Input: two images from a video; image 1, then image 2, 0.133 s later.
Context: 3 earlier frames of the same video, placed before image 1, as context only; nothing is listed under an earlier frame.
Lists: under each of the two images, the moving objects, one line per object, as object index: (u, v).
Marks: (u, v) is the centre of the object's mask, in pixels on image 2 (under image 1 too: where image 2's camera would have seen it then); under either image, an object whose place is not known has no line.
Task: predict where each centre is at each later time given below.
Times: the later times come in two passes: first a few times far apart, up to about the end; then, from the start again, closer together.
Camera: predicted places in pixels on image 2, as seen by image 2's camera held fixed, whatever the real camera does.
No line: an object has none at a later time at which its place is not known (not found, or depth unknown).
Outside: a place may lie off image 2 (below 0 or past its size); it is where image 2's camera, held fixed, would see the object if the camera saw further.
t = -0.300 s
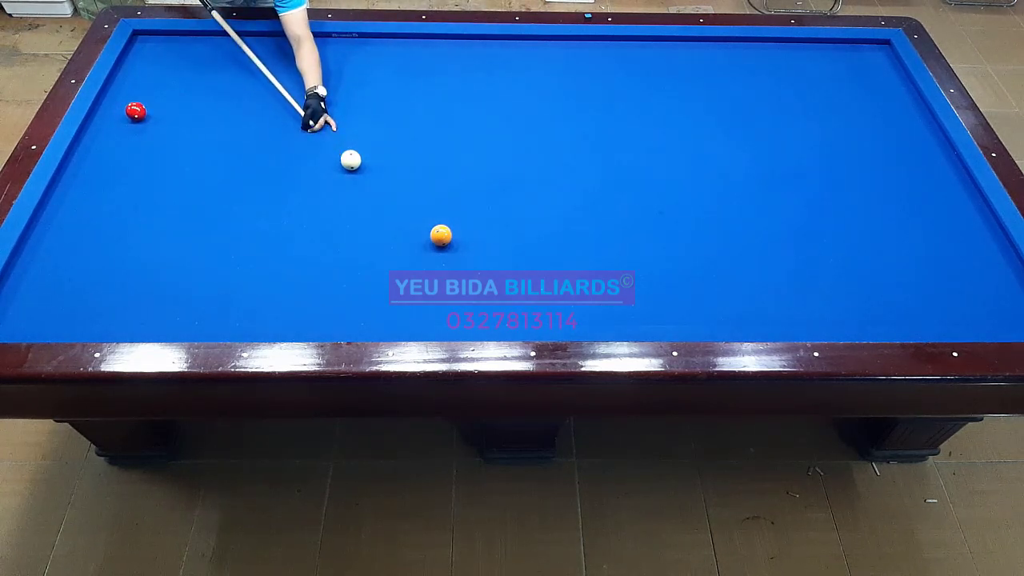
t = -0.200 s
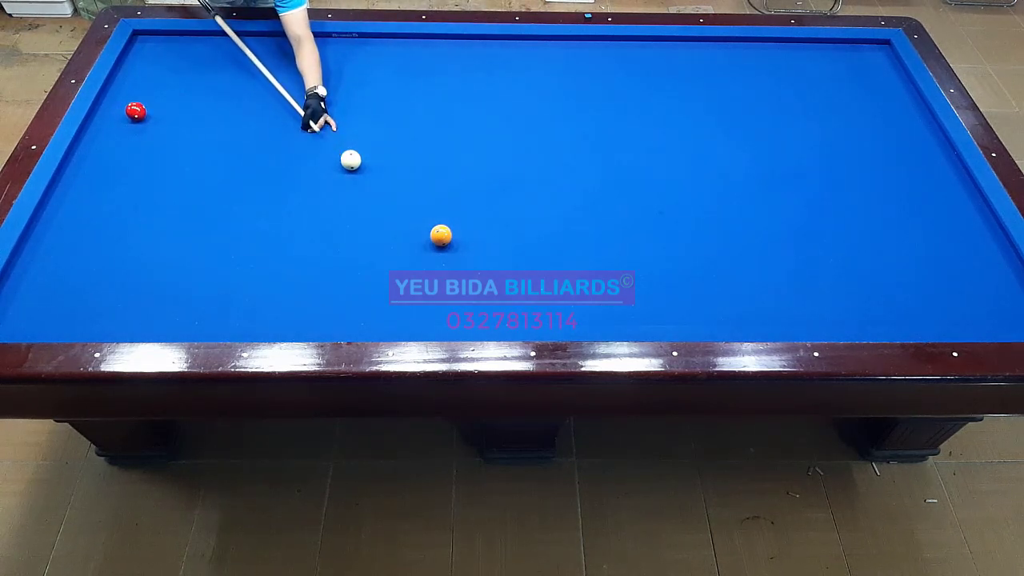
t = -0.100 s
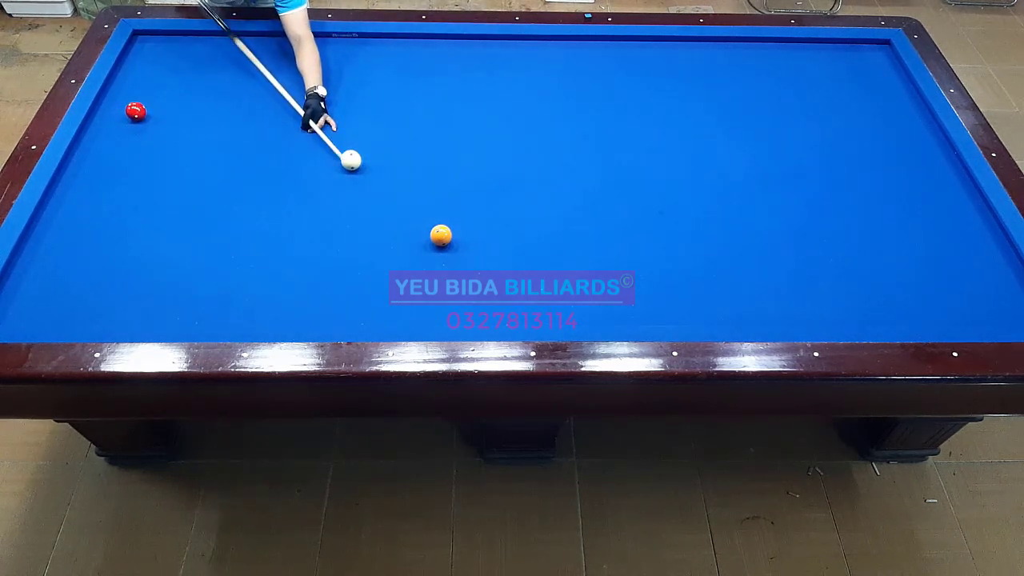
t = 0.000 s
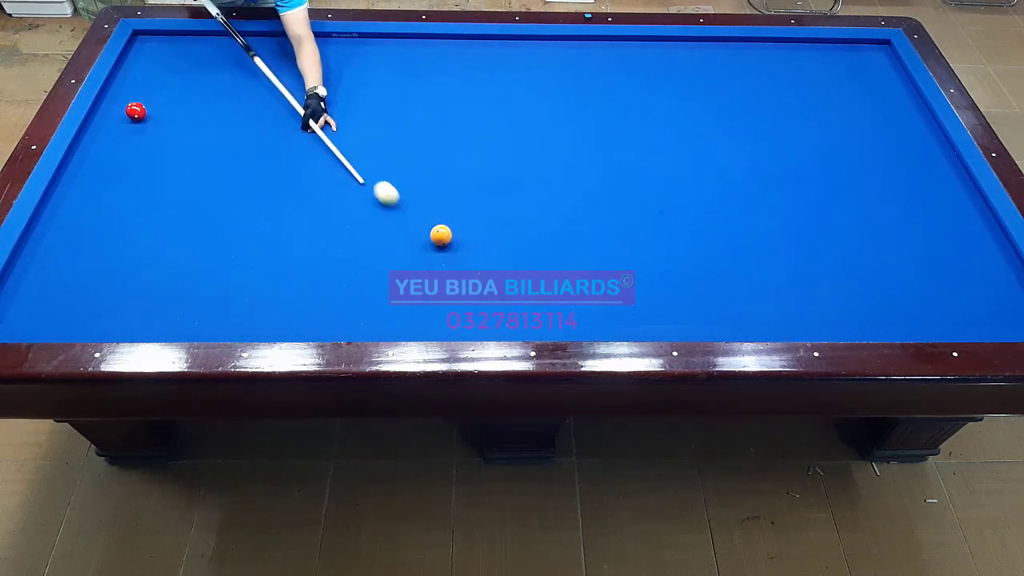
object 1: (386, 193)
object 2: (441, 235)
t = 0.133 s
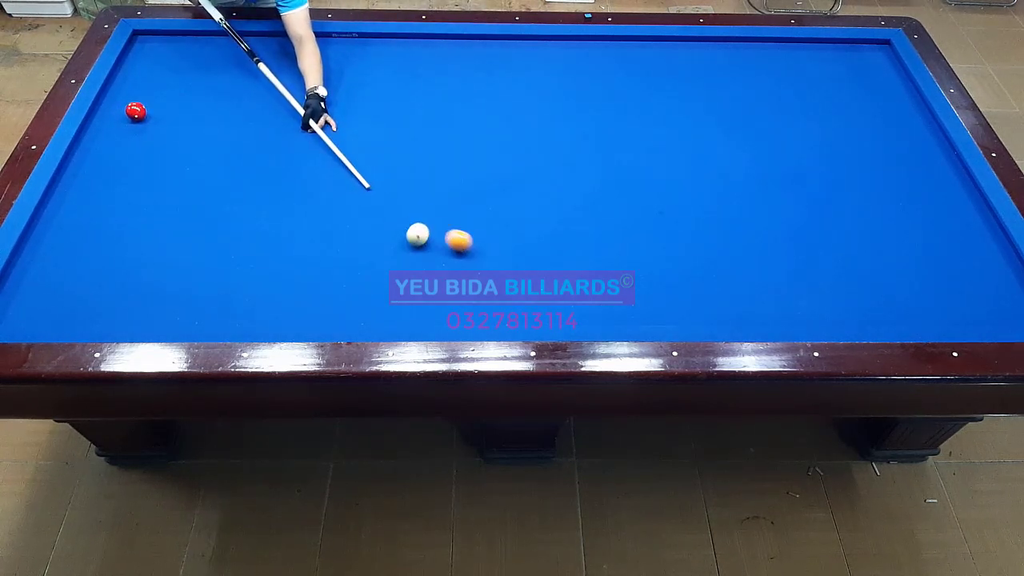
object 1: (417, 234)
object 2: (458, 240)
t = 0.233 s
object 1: (405, 250)
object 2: (506, 255)
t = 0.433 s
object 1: (382, 276)
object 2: (589, 282)
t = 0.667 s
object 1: (353, 308)
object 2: (685, 312)
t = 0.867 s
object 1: (326, 307)
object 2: (754, 306)
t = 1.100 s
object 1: (295, 291)
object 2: (827, 291)
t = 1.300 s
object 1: (270, 277)
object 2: (886, 279)
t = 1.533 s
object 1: (243, 262)
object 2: (952, 266)
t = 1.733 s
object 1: (220, 250)
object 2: (1004, 254)
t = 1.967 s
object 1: (196, 236)
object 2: (965, 238)
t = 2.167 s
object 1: (176, 225)
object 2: (926, 225)
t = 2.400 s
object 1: (154, 213)
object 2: (882, 210)
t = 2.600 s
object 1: (136, 203)
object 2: (847, 199)
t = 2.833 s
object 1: (117, 192)
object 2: (807, 185)
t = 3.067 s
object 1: (98, 181)
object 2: (770, 173)
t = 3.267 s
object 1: (83, 173)
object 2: (740, 163)
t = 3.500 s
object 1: (71, 163)
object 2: (705, 152)
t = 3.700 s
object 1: (86, 155)
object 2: (678, 143)
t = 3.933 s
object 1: (102, 145)
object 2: (647, 133)
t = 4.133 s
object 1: (115, 138)
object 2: (622, 125)
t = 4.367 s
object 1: (129, 130)
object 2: (594, 116)
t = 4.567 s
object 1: (141, 124)
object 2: (571, 109)
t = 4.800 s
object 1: (153, 117)
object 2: (546, 101)
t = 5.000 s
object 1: (163, 111)
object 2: (525, 94)
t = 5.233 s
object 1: (174, 106)
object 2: (502, 86)
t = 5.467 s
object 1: (184, 100)
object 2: (480, 79)
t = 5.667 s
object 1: (191, 96)
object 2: (462, 73)
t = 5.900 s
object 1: (200, 91)
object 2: (441, 67)
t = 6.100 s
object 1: (206, 88)
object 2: (425, 62)
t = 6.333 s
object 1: (213, 84)
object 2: (406, 56)
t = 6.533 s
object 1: (219, 81)
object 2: (390, 51)
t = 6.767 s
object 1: (225, 78)
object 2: (373, 46)
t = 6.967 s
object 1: (229, 76)
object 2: (359, 42)
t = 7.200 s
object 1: (234, 73)
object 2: (344, 37)
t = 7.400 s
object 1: (238, 71)
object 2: (330, 39)
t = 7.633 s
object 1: (241, 69)
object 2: (317, 41)
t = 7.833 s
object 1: (244, 68)
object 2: (306, 42)
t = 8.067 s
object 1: (246, 67)
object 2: (295, 44)
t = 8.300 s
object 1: (248, 67)
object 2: (284, 46)
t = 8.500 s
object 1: (249, 66)
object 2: (275, 47)
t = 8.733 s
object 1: (249, 66)
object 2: (266, 49)
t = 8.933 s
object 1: (249, 66)
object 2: (259, 50)
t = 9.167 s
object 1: (250, 66)
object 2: (251, 50)
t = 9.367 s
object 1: (250, 66)
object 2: (245, 51)
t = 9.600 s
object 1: (250, 66)
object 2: (239, 53)
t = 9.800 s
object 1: (250, 66)
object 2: (235, 54)
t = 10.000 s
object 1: (249, 66)
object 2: (231, 55)
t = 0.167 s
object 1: (413, 240)
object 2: (474, 245)
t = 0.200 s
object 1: (409, 245)
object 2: (490, 250)
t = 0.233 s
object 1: (405, 250)
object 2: (506, 255)
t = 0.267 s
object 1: (401, 254)
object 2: (520, 260)
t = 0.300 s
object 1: (397, 258)
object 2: (534, 264)
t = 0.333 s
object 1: (393, 263)
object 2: (548, 268)
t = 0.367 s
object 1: (390, 267)
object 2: (561, 273)
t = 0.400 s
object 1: (386, 271)
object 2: (575, 277)
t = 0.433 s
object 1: (382, 276)
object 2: (589, 282)
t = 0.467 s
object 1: (378, 280)
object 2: (602, 286)
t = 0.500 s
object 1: (374, 285)
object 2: (615, 290)
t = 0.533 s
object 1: (370, 289)
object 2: (630, 294)
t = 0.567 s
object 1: (366, 294)
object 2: (643, 299)
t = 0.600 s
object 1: (362, 298)
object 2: (656, 303)
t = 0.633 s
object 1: (357, 303)
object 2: (671, 308)
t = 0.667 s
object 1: (353, 308)
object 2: (685, 312)
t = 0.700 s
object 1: (349, 312)
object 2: (699, 315)
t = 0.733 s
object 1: (345, 316)
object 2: (712, 316)
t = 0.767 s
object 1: (340, 315)
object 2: (722, 313)
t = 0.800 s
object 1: (335, 312)
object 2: (733, 310)
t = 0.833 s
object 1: (331, 310)
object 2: (744, 308)
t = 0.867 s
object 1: (326, 307)
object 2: (754, 306)
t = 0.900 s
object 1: (322, 305)
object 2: (765, 304)
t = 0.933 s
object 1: (317, 302)
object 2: (776, 302)
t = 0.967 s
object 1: (313, 300)
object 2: (786, 300)
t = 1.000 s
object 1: (308, 297)
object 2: (797, 297)
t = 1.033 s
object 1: (304, 295)
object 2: (807, 296)
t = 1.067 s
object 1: (300, 293)
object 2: (817, 293)
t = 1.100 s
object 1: (295, 291)
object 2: (827, 291)
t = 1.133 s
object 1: (291, 288)
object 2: (837, 289)
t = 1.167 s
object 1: (287, 286)
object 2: (847, 287)
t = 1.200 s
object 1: (283, 284)
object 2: (857, 285)
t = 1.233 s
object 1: (278, 281)
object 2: (867, 283)
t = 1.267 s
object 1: (274, 279)
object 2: (876, 281)
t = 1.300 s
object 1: (270, 277)
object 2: (886, 279)
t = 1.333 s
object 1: (266, 275)
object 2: (896, 277)
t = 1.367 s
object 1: (262, 273)
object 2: (905, 275)
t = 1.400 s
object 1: (258, 270)
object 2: (915, 273)
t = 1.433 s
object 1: (254, 268)
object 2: (924, 271)
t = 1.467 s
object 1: (250, 266)
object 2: (933, 270)
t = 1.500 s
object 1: (247, 264)
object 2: (942, 267)
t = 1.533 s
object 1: (243, 262)
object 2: (952, 266)
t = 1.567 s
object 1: (239, 260)
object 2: (961, 264)
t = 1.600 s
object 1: (235, 258)
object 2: (970, 262)
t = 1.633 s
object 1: (231, 256)
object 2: (978, 260)
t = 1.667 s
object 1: (228, 253)
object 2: (987, 258)
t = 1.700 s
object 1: (224, 252)
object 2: (996, 256)
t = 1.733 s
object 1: (220, 250)
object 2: (1004, 254)
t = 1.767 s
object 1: (217, 248)
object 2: (1012, 253)
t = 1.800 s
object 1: (213, 246)
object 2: (1003, 250)
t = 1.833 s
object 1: (209, 244)
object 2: (994, 248)
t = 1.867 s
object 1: (206, 242)
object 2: (986, 245)
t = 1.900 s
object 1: (203, 240)
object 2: (979, 243)
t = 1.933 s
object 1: (199, 238)
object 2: (971, 241)
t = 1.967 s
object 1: (196, 236)
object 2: (965, 238)
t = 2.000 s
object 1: (192, 234)
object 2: (958, 236)
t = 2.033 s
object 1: (189, 232)
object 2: (952, 234)
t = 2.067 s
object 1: (185, 230)
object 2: (945, 232)
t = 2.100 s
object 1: (182, 229)
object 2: (938, 230)
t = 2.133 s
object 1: (179, 227)
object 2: (932, 227)
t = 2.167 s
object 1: (176, 225)
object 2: (926, 225)
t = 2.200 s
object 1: (172, 223)
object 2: (920, 223)
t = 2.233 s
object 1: (169, 221)
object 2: (913, 221)
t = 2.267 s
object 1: (166, 220)
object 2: (907, 219)
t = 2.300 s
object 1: (163, 218)
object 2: (901, 216)
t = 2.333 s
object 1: (160, 216)
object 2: (895, 215)
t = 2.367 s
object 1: (157, 214)
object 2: (888, 212)
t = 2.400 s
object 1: (154, 213)
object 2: (882, 210)
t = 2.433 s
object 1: (151, 211)
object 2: (876, 208)
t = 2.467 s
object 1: (148, 209)
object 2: (870, 206)
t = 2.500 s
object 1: (145, 208)
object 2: (864, 204)
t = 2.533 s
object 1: (142, 206)
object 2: (858, 202)
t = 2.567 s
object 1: (139, 204)
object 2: (852, 201)
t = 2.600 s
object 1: (136, 203)
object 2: (847, 199)
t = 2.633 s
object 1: (133, 201)
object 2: (841, 197)
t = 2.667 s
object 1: (130, 200)
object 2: (835, 194)
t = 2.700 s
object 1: (128, 198)
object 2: (829, 193)
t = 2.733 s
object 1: (125, 196)
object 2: (824, 191)
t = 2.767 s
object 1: (122, 195)
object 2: (818, 189)
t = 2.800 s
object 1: (119, 193)
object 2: (813, 187)
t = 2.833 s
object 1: (117, 192)
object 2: (807, 185)
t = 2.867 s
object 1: (114, 190)
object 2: (802, 184)
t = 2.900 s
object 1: (111, 189)
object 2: (796, 182)
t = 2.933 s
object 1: (109, 187)
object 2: (791, 180)
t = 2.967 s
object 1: (106, 186)
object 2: (786, 178)
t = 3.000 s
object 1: (103, 184)
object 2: (780, 177)
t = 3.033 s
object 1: (101, 183)
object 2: (775, 175)
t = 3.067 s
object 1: (98, 181)
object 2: (770, 173)
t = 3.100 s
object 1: (96, 180)
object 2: (765, 171)
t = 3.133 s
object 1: (93, 178)
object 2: (759, 170)
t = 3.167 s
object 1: (91, 177)
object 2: (755, 168)
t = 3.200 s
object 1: (88, 176)
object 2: (749, 166)
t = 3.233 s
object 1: (86, 174)
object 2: (744, 165)
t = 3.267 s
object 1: (83, 173)
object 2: (740, 163)
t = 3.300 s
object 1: (81, 171)
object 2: (735, 161)
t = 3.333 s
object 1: (79, 170)
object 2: (729, 160)
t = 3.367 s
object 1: (76, 169)
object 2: (724, 158)
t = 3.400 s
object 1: (74, 167)
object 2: (720, 157)
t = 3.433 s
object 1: (72, 166)
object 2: (715, 155)
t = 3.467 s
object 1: (69, 165)
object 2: (710, 154)
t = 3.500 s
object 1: (71, 163)
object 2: (705, 152)
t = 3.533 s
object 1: (73, 162)
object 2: (701, 151)
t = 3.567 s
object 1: (76, 160)
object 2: (696, 149)
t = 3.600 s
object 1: (78, 159)
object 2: (691, 147)
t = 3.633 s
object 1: (81, 158)
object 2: (687, 146)
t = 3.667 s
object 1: (83, 156)
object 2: (682, 145)
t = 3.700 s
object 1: (86, 155)
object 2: (678, 143)
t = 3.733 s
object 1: (88, 153)
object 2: (673, 142)
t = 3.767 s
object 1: (90, 152)
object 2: (669, 140)
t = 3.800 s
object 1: (93, 151)
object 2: (664, 139)
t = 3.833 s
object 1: (95, 150)
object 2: (660, 137)
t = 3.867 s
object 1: (97, 148)
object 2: (656, 136)
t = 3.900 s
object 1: (99, 147)
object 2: (651, 135)
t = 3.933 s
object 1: (102, 145)
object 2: (647, 133)
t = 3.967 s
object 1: (104, 144)
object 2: (643, 132)
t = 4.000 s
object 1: (106, 143)
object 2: (639, 131)
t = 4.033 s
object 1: (108, 142)
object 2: (634, 129)
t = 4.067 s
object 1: (111, 140)
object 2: (630, 128)
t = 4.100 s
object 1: (113, 139)
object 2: (626, 127)
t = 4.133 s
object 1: (115, 138)
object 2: (622, 125)
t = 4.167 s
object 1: (117, 137)
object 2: (618, 124)
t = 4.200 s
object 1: (119, 136)
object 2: (614, 123)
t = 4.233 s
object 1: (121, 135)
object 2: (610, 121)
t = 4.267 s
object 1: (123, 133)
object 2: (606, 120)
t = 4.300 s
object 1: (125, 132)
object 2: (602, 119)
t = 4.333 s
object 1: (127, 131)
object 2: (598, 118)
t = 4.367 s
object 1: (129, 130)
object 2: (594, 116)
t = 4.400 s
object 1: (131, 129)
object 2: (590, 115)
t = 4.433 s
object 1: (133, 128)
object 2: (586, 114)
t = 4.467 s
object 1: (135, 127)
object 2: (583, 112)
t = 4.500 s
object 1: (137, 126)
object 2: (579, 112)
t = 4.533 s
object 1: (139, 125)
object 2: (575, 110)
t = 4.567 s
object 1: (141, 124)
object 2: (571, 109)
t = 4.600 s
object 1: (143, 123)
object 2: (568, 108)
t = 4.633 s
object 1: (144, 122)
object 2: (564, 106)
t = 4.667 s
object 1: (146, 121)
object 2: (560, 105)
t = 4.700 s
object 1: (148, 120)
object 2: (557, 104)
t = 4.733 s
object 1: (150, 119)
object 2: (553, 103)
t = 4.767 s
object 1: (151, 118)
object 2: (549, 102)
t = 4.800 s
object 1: (153, 117)
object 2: (546, 101)
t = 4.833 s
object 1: (155, 116)
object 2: (543, 99)
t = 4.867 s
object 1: (156, 115)
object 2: (539, 98)
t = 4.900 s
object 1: (158, 114)
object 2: (535, 97)
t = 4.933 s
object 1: (160, 113)
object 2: (532, 96)
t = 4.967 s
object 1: (161, 112)
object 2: (529, 95)
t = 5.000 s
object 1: (163, 111)
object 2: (525, 94)
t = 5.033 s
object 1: (165, 111)
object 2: (522, 93)
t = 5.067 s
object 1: (166, 110)
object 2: (519, 91)
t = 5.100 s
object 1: (168, 109)
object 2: (515, 91)
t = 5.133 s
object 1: (169, 108)
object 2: (512, 90)
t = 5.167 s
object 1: (171, 107)
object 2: (508, 89)
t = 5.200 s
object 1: (172, 106)
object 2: (505, 87)
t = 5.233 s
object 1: (174, 106)
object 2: (502, 86)
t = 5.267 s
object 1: (175, 105)
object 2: (499, 85)
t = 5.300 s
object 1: (177, 104)
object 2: (495, 84)
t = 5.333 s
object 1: (178, 103)
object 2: (492, 83)
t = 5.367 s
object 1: (179, 102)
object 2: (489, 82)
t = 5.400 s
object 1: (181, 101)
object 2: (486, 81)
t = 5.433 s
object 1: (182, 101)
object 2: (483, 80)
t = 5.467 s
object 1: (184, 100)
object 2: (480, 79)
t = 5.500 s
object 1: (185, 99)
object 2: (477, 78)
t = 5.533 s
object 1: (186, 99)
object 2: (474, 77)
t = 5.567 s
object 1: (188, 98)
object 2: (471, 76)
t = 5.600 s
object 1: (189, 97)
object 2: (468, 75)
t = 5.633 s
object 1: (190, 96)
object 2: (465, 74)
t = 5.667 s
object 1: (191, 96)
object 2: (462, 73)
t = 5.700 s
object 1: (193, 95)
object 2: (459, 72)
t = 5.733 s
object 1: (194, 94)
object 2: (456, 71)
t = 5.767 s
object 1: (195, 94)
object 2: (453, 70)
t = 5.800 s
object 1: (197, 93)
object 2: (450, 69)
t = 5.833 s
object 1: (198, 92)
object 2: (447, 69)
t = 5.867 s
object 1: (199, 92)
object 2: (444, 68)
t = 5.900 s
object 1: (200, 91)
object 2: (441, 67)
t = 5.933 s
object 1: (201, 90)
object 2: (439, 66)
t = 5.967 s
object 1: (202, 90)
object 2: (436, 65)
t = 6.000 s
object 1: (203, 89)
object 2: (433, 64)
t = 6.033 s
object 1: (204, 89)
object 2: (430, 63)
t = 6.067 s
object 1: (205, 88)
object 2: (428, 63)
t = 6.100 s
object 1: (206, 88)
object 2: (425, 62)
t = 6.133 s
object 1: (207, 87)
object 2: (422, 61)
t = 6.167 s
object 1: (208, 86)
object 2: (419, 60)
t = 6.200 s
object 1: (209, 86)
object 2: (417, 59)
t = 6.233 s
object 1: (210, 85)
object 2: (414, 58)
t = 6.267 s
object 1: (212, 85)
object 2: (411, 58)
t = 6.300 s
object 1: (212, 84)
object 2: (409, 57)
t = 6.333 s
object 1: (213, 84)
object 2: (406, 56)
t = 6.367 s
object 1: (214, 83)
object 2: (403, 55)
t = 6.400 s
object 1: (215, 83)
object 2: (401, 54)
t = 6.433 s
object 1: (216, 82)
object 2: (398, 54)
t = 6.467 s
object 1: (217, 82)
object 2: (396, 53)
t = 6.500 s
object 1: (218, 81)
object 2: (393, 52)
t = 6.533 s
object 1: (219, 81)
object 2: (390, 51)
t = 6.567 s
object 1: (220, 80)
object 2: (388, 51)
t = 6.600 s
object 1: (221, 80)
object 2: (386, 50)
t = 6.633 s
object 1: (222, 79)
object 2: (383, 49)
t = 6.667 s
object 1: (222, 79)
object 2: (381, 48)
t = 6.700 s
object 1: (223, 79)
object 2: (378, 48)
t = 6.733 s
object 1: (224, 78)
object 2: (376, 47)
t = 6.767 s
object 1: (225, 78)
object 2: (373, 46)
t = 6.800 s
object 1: (226, 77)
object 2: (371, 45)
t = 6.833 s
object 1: (226, 77)
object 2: (368, 45)
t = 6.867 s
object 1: (227, 77)
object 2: (366, 44)
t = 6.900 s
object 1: (228, 76)
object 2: (364, 43)
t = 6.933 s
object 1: (229, 76)
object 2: (361, 43)
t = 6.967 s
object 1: (229, 76)
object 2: (359, 42)
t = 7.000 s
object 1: (230, 75)
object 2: (357, 41)
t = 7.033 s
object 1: (231, 75)
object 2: (355, 41)
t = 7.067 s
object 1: (231, 74)
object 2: (353, 40)
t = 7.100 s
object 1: (232, 74)
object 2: (350, 40)
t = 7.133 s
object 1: (233, 74)
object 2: (348, 39)
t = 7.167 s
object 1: (233, 73)
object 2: (346, 38)
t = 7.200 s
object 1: (234, 73)
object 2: (344, 37)
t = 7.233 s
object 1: (235, 73)
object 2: (342, 37)
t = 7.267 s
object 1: (235, 73)
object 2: (340, 37)
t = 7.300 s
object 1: (236, 72)
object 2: (338, 37)
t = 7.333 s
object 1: (236, 72)
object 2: (336, 38)
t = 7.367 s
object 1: (237, 71)
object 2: (332, 38)
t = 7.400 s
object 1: (238, 71)
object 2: (330, 39)
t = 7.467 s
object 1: (239, 71)
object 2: (326, 39)
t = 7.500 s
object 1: (239, 70)
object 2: (324, 40)
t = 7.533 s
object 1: (240, 70)
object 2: (322, 40)
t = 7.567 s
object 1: (240, 70)
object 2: (321, 40)
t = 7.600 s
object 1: (241, 70)
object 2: (319, 40)
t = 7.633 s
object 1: (241, 69)
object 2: (317, 41)
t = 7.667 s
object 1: (241, 69)
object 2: (315, 41)
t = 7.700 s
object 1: (242, 69)
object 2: (313, 41)
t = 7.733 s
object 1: (242, 69)
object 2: (312, 41)
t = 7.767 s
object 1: (243, 69)
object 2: (310, 42)
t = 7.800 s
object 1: (243, 68)
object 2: (308, 42)
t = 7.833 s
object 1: (244, 68)
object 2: (306, 42)
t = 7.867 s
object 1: (244, 68)
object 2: (304, 43)
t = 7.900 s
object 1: (244, 68)
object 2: (303, 43)
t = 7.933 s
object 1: (245, 68)
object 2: (301, 43)
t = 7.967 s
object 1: (245, 68)
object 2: (300, 43)
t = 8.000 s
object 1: (245, 67)
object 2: (298, 44)
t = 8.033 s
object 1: (246, 67)
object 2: (296, 44)
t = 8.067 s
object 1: (246, 67)
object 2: (295, 44)
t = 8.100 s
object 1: (246, 67)
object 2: (293, 44)
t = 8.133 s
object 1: (246, 67)
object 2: (291, 45)
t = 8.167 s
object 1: (247, 67)
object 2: (290, 45)
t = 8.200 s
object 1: (247, 67)
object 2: (288, 45)
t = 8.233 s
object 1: (247, 67)
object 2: (287, 45)
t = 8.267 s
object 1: (247, 67)
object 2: (285, 46)
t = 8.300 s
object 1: (248, 67)
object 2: (284, 46)
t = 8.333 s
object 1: (248, 67)
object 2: (282, 46)
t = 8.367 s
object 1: (248, 66)
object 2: (281, 46)
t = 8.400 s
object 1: (248, 66)
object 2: (279, 47)
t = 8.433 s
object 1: (248, 66)
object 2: (278, 47)
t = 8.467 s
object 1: (249, 66)
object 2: (276, 47)
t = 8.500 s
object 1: (249, 66)
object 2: (275, 47)
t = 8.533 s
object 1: (249, 66)
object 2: (273, 48)
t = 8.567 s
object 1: (249, 66)
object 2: (272, 48)
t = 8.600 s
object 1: (249, 66)
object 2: (271, 48)
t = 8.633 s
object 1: (249, 66)
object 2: (270, 48)
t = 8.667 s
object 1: (249, 66)
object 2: (268, 48)
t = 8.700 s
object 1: (249, 66)
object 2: (267, 48)
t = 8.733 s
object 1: (249, 66)
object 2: (266, 49)
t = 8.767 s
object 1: (250, 66)
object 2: (265, 49)
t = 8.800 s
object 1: (249, 66)
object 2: (263, 49)
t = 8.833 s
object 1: (249, 66)
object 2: (262, 49)
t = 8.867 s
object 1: (250, 66)
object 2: (261, 50)
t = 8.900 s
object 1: (249, 66)
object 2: (260, 50)
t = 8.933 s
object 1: (249, 66)
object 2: (259, 50)
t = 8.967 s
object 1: (250, 66)
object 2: (257, 50)
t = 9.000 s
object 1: (249, 66)
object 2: (256, 50)
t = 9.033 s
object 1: (249, 66)
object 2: (255, 50)
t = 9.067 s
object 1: (249, 66)
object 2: (254, 50)
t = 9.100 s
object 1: (250, 66)
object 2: (253, 50)
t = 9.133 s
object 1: (250, 66)
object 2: (252, 50)
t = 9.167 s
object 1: (250, 66)
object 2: (251, 50)
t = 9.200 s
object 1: (250, 66)
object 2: (250, 50)
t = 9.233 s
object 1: (250, 66)
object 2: (249, 50)
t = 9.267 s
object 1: (250, 66)
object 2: (248, 50)
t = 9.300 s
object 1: (250, 66)
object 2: (247, 50)
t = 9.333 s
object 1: (250, 66)
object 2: (246, 50)
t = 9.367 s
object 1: (250, 66)
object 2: (245, 51)
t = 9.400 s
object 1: (250, 66)
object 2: (244, 51)
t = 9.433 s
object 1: (250, 66)
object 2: (243, 51)
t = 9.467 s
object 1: (250, 66)
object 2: (242, 51)
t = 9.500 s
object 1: (250, 66)
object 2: (241, 51)
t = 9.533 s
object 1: (250, 66)
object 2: (240, 52)
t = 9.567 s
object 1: (250, 66)
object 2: (239, 52)
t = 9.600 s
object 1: (250, 66)
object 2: (239, 53)
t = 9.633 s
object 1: (250, 66)
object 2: (238, 53)
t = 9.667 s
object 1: (250, 66)
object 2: (237, 53)
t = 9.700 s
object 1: (250, 66)
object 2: (236, 53)
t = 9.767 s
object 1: (250, 66)
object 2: (236, 54)
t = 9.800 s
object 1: (250, 66)
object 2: (235, 54)
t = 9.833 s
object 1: (249, 66)
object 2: (235, 54)
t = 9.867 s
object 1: (249, 66)
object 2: (234, 54)
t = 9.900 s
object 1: (249, 66)
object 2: (233, 55)
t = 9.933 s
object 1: (250, 66)
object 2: (233, 54)
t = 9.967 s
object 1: (249, 66)
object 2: (232, 55)
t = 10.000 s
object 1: (249, 66)
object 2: (231, 55)
